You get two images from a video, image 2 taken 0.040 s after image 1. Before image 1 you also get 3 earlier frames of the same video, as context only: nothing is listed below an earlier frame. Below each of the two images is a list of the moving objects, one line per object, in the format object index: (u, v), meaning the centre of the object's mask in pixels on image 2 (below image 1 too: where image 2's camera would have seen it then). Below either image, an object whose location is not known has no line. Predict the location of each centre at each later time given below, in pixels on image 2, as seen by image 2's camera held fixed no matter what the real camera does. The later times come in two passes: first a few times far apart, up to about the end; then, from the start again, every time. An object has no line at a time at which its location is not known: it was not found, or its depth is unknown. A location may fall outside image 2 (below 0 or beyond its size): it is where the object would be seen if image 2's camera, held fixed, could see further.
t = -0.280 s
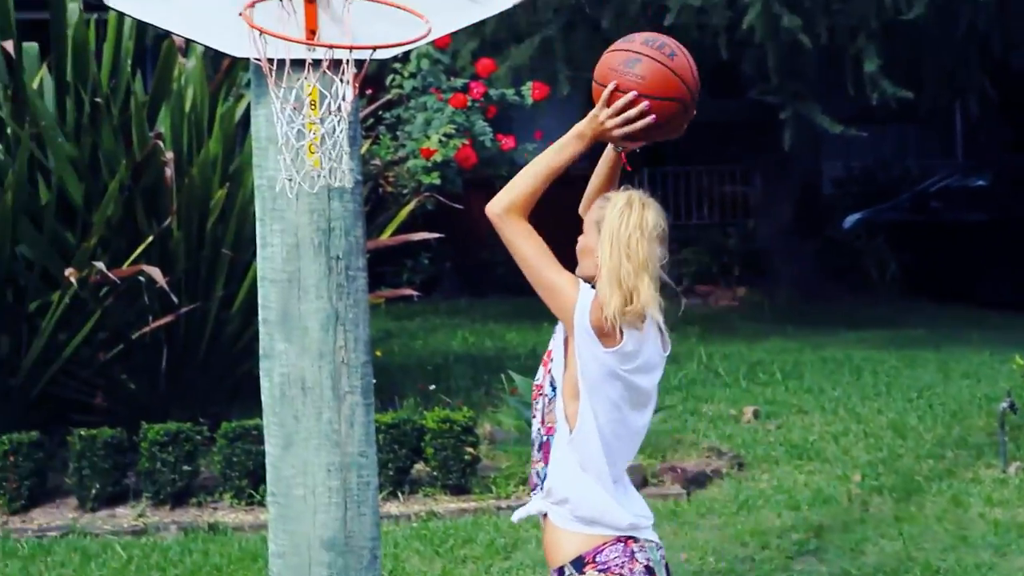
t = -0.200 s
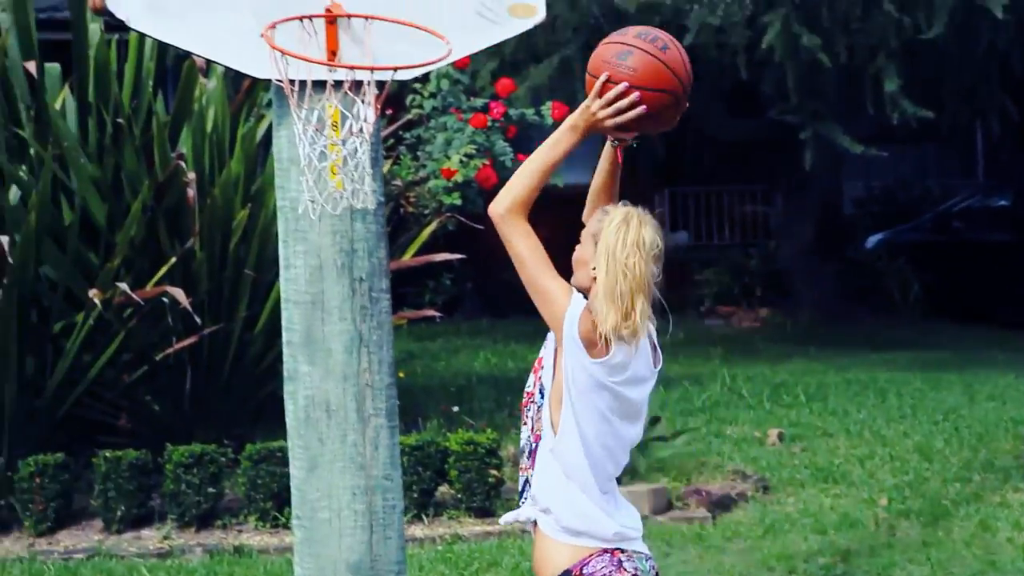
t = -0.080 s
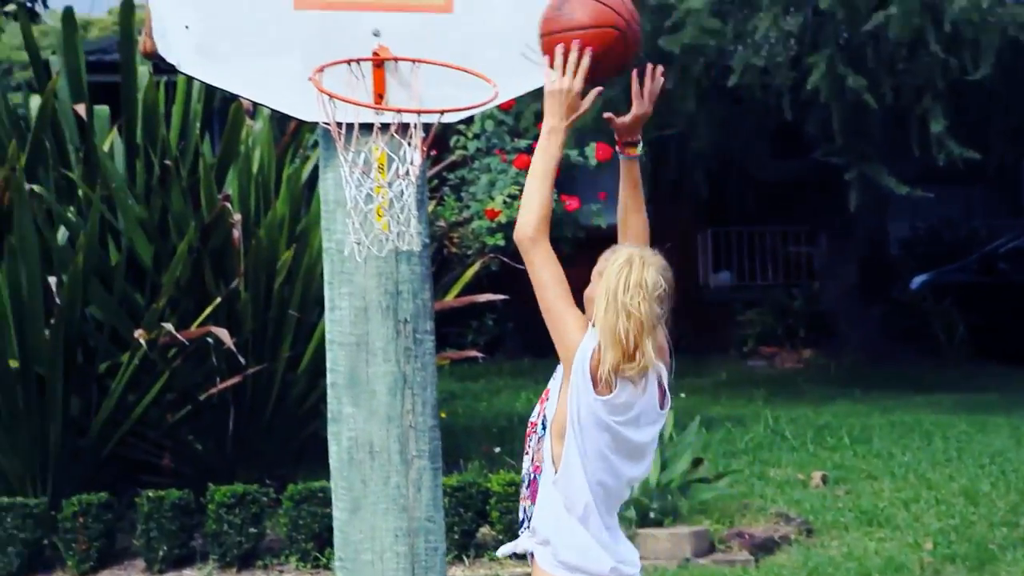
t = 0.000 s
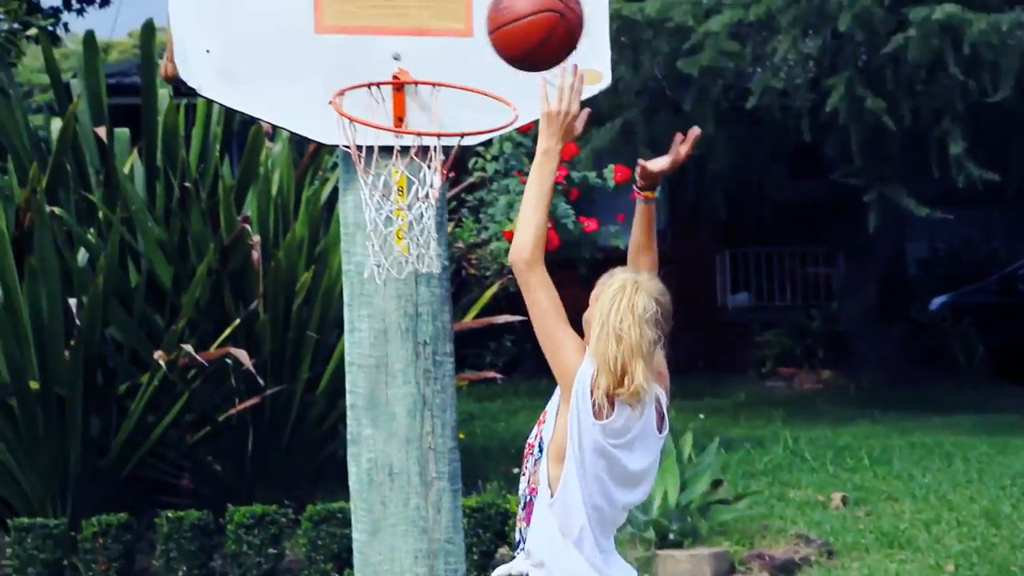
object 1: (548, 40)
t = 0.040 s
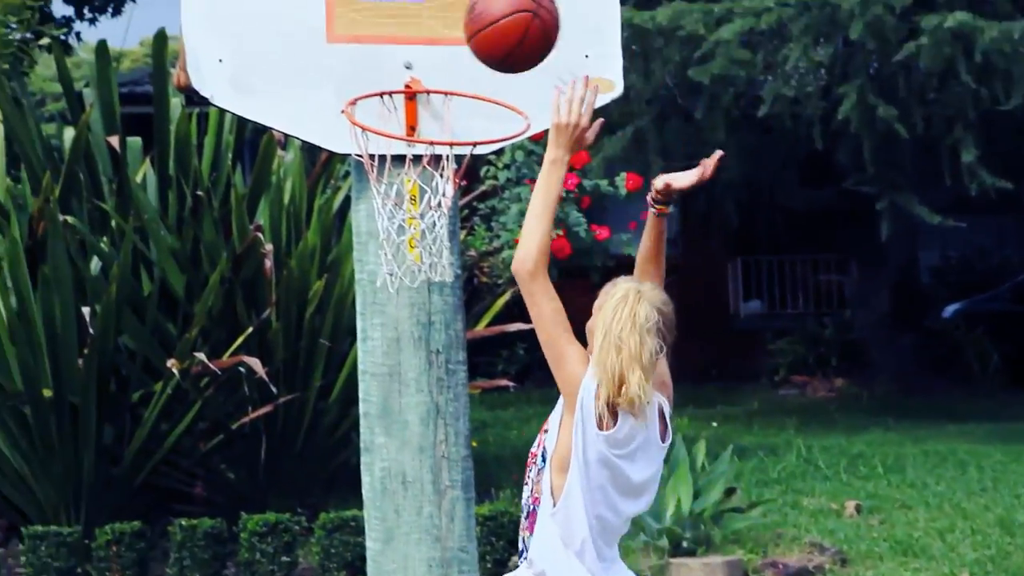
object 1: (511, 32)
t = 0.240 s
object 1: (372, 28)
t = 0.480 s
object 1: (293, 27)
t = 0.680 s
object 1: (228, 163)
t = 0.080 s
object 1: (481, 29)
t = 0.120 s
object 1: (451, 29)
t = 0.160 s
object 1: (416, 41)
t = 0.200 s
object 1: (390, 47)
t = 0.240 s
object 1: (372, 28)
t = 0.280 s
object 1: (356, 17)
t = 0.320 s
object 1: (340, 12)
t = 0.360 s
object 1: (325, 13)
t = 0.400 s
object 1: (315, 14)
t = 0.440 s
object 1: (304, 18)
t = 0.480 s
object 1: (293, 27)
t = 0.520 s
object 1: (281, 43)
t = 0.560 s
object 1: (268, 63)
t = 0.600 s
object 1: (256, 90)
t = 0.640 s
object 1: (242, 124)
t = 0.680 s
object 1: (228, 163)
